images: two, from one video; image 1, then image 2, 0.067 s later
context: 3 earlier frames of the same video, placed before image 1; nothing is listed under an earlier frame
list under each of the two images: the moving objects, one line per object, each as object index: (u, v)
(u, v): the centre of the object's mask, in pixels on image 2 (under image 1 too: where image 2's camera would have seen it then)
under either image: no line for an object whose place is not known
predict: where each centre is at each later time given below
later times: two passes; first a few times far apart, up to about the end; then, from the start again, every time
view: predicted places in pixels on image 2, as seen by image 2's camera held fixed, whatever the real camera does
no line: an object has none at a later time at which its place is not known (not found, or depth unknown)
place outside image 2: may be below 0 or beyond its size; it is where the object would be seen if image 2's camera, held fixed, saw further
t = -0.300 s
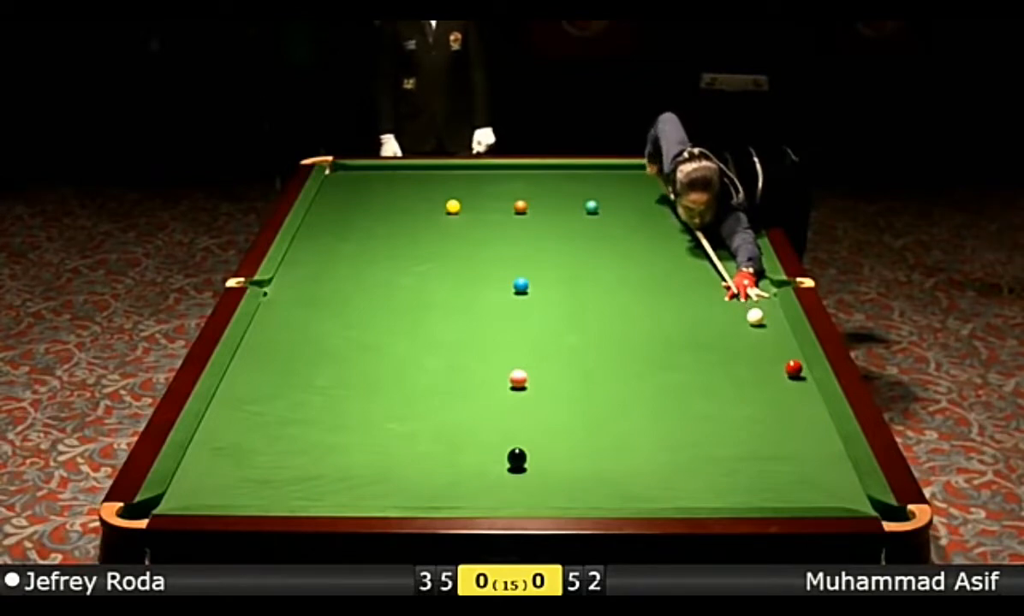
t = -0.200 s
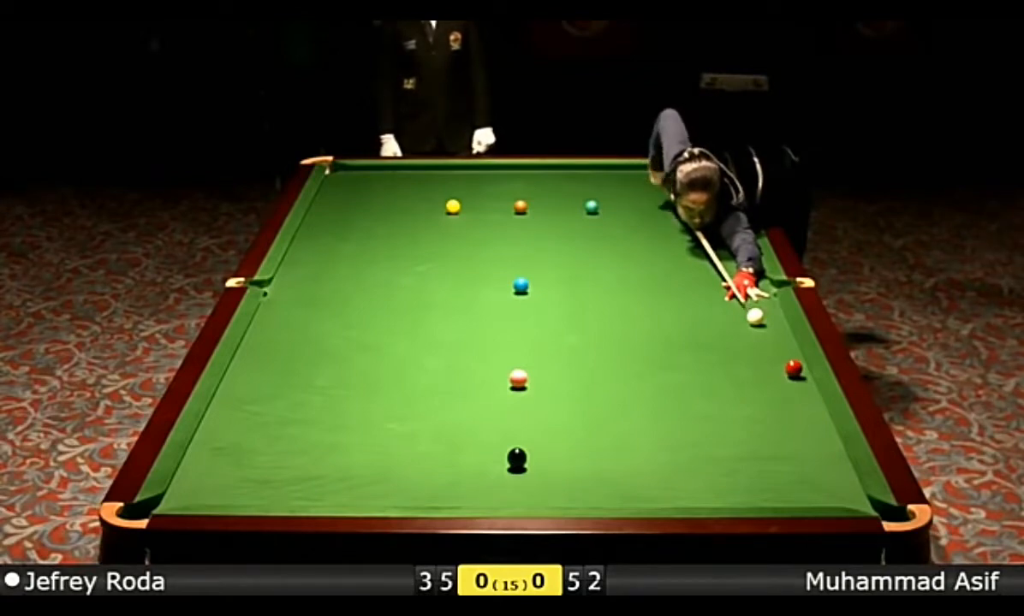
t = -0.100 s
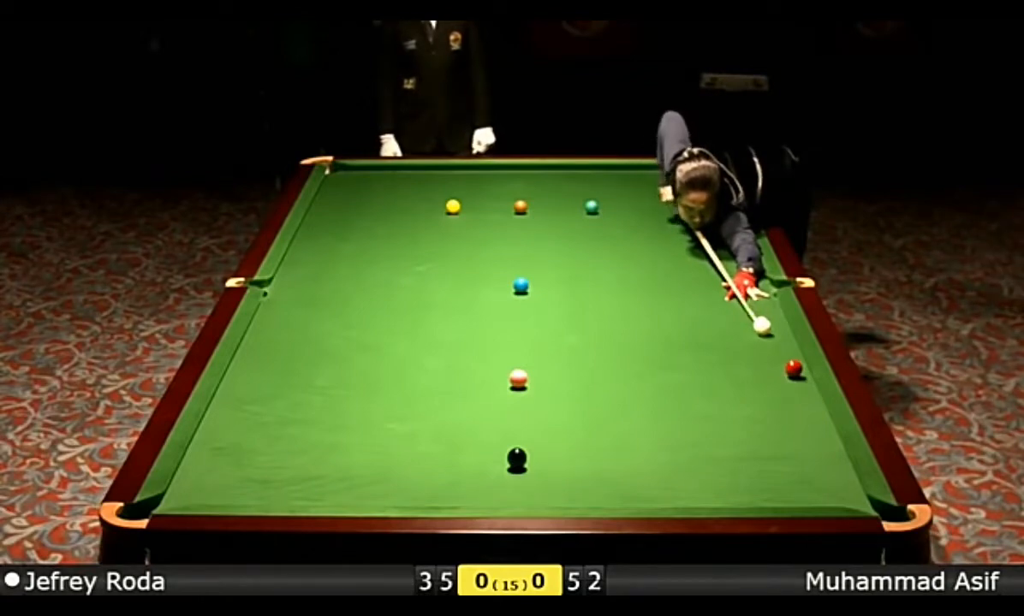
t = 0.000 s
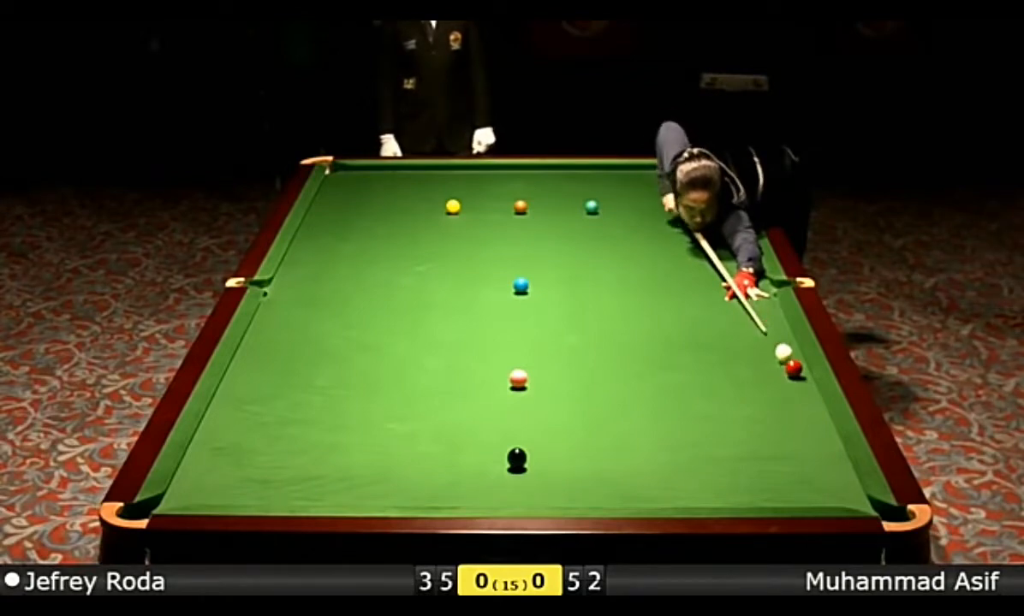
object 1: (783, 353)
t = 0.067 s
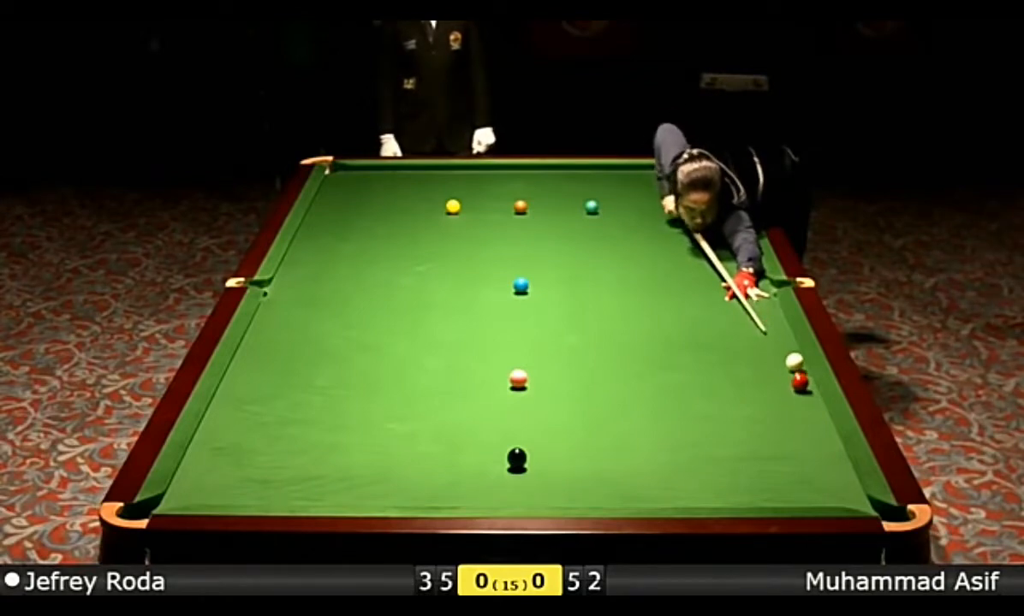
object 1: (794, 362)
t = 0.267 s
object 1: (789, 356)
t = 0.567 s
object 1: (774, 345)
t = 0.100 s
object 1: (796, 362)
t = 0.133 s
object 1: (797, 362)
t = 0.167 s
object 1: (795, 360)
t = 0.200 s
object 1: (794, 359)
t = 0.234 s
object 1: (792, 358)
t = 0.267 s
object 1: (789, 356)
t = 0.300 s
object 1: (788, 356)
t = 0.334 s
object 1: (786, 354)
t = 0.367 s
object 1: (784, 352)
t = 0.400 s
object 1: (783, 352)
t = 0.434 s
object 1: (781, 350)
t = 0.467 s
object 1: (779, 349)
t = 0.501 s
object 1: (778, 348)
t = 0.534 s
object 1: (776, 347)
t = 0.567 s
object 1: (774, 345)
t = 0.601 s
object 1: (773, 345)
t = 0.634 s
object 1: (771, 344)
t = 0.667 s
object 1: (770, 342)
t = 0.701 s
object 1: (768, 341)
